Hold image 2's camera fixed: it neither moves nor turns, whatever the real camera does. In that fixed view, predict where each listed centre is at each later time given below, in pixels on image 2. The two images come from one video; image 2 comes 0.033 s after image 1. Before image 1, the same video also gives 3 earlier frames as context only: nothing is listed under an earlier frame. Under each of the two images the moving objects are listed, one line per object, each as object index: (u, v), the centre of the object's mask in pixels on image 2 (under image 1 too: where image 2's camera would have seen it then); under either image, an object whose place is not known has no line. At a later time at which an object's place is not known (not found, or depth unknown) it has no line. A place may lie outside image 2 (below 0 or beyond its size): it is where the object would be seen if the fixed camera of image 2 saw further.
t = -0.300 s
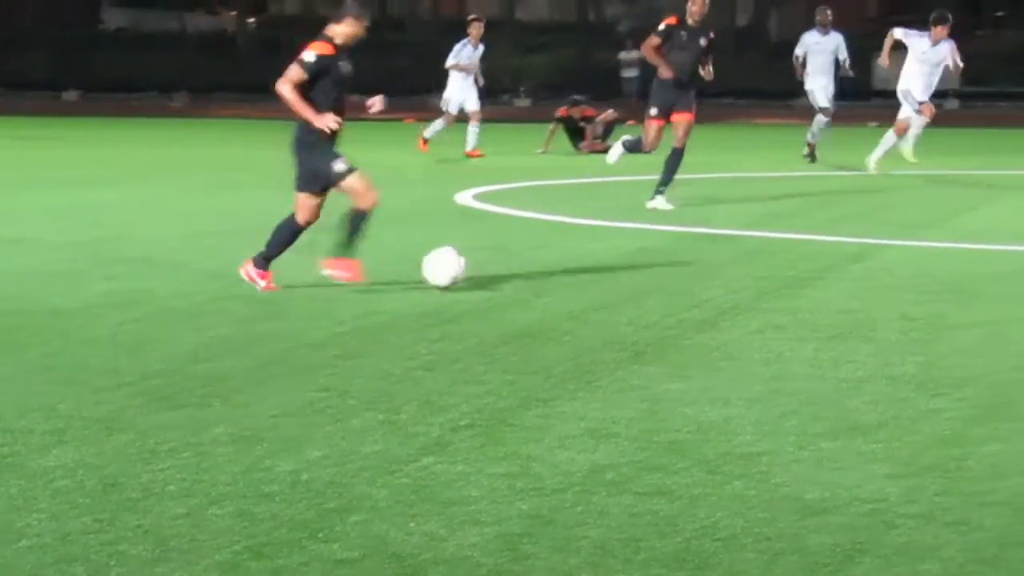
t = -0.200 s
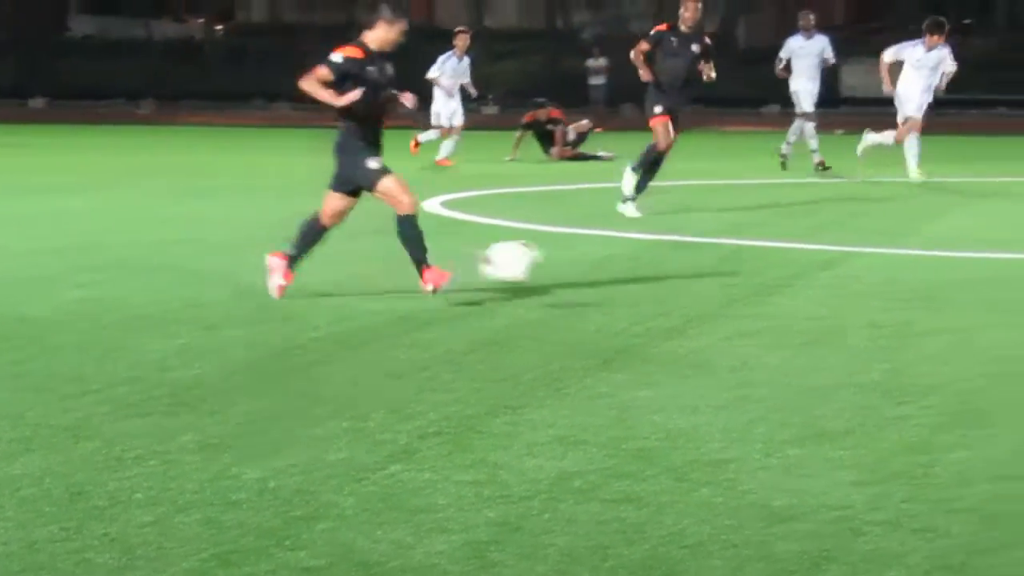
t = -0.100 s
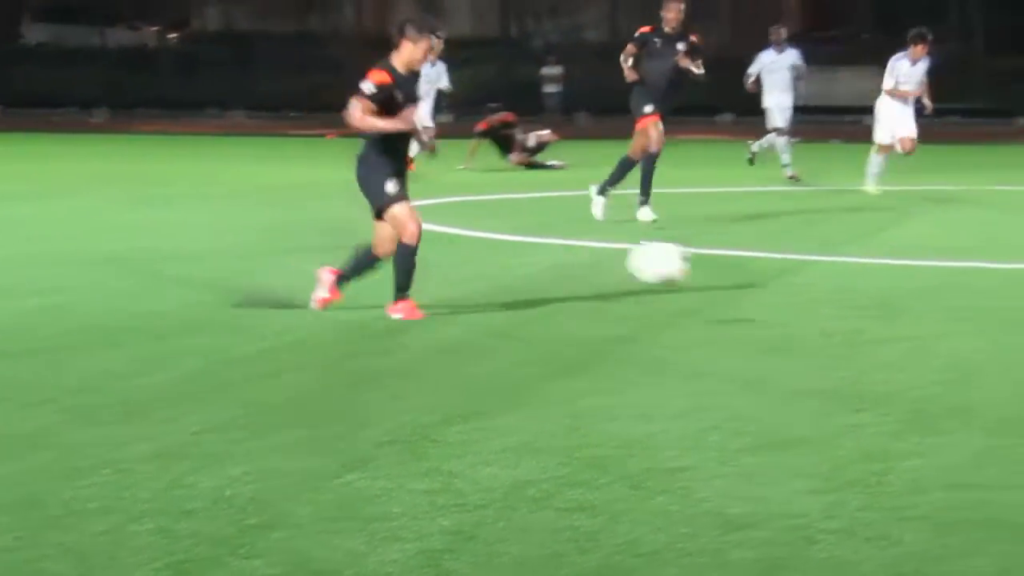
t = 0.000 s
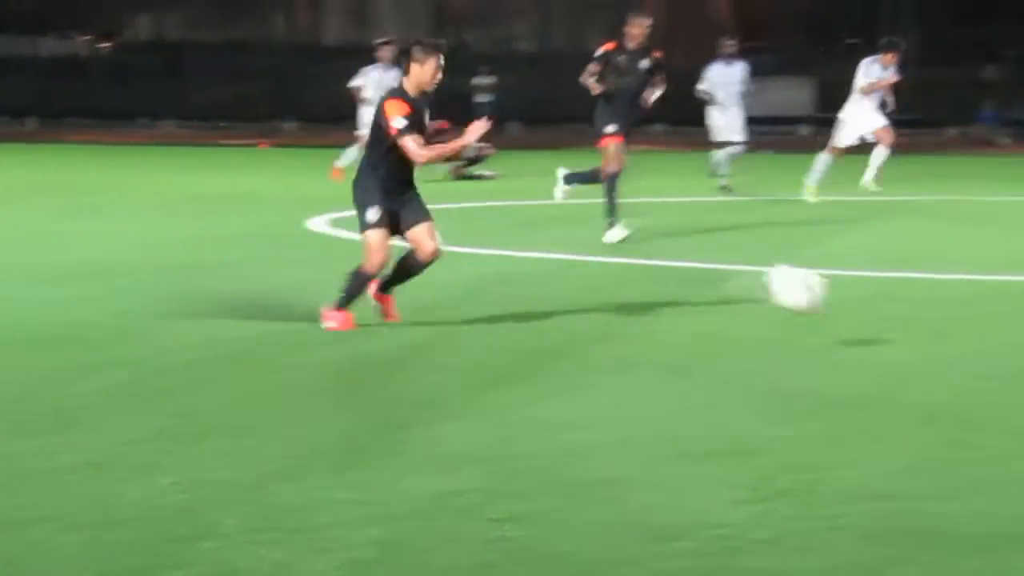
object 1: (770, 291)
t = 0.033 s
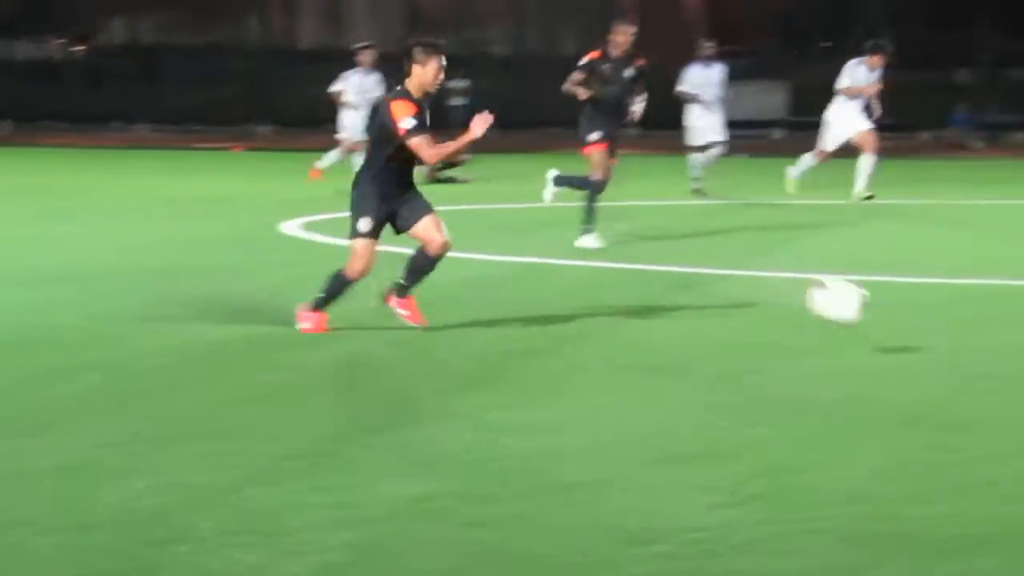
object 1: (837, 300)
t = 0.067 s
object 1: (908, 313)
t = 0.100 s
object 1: (980, 330)
